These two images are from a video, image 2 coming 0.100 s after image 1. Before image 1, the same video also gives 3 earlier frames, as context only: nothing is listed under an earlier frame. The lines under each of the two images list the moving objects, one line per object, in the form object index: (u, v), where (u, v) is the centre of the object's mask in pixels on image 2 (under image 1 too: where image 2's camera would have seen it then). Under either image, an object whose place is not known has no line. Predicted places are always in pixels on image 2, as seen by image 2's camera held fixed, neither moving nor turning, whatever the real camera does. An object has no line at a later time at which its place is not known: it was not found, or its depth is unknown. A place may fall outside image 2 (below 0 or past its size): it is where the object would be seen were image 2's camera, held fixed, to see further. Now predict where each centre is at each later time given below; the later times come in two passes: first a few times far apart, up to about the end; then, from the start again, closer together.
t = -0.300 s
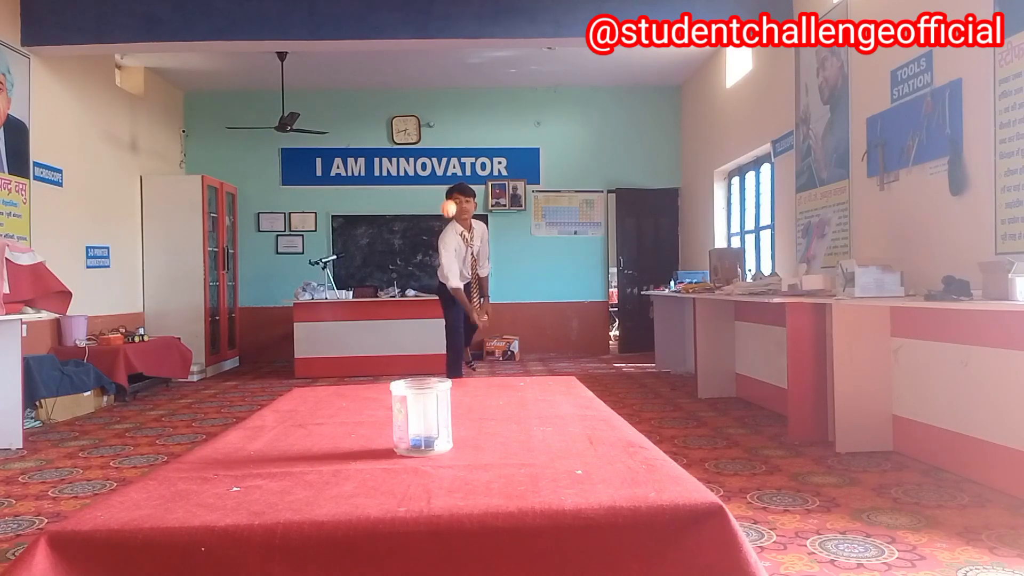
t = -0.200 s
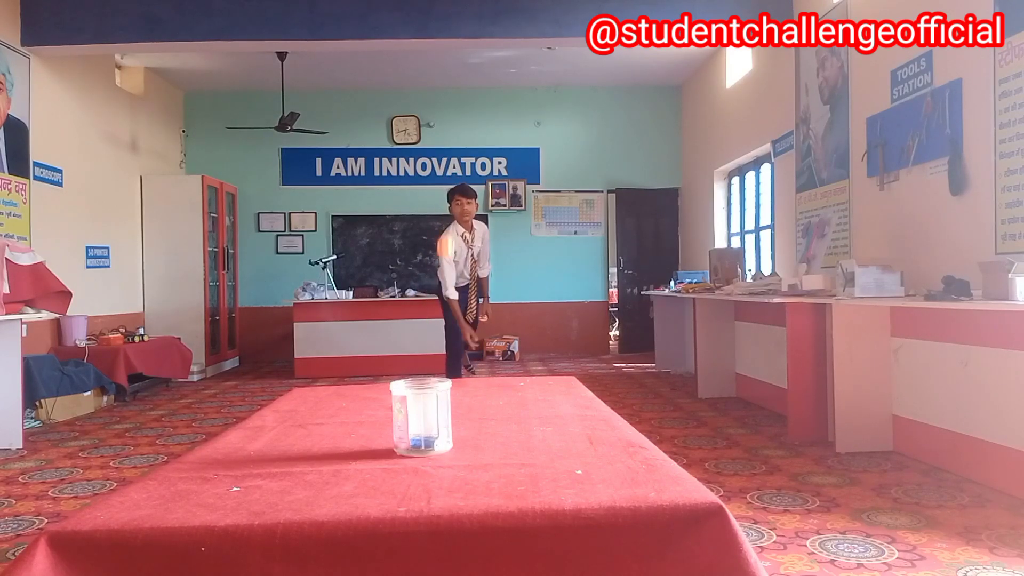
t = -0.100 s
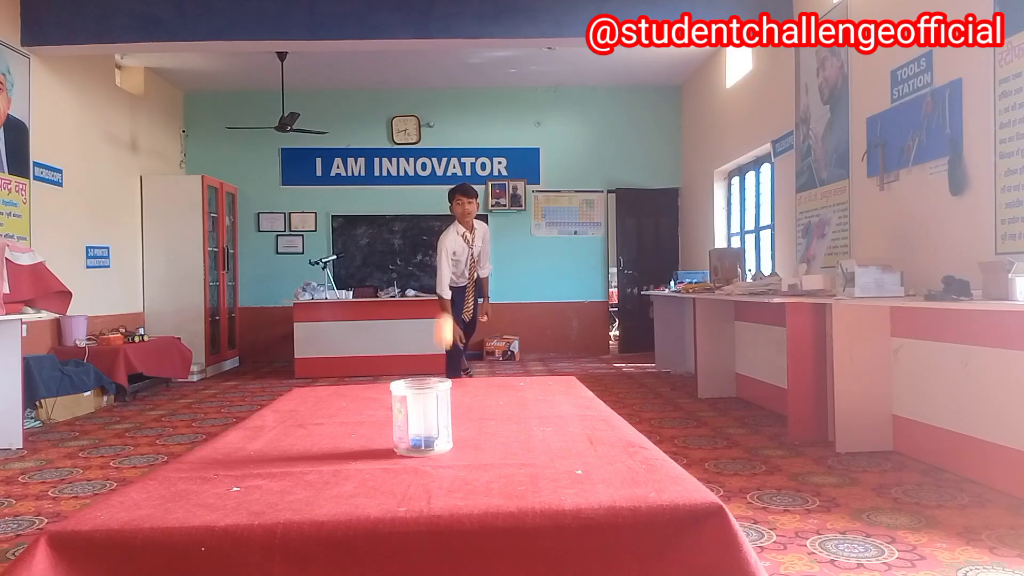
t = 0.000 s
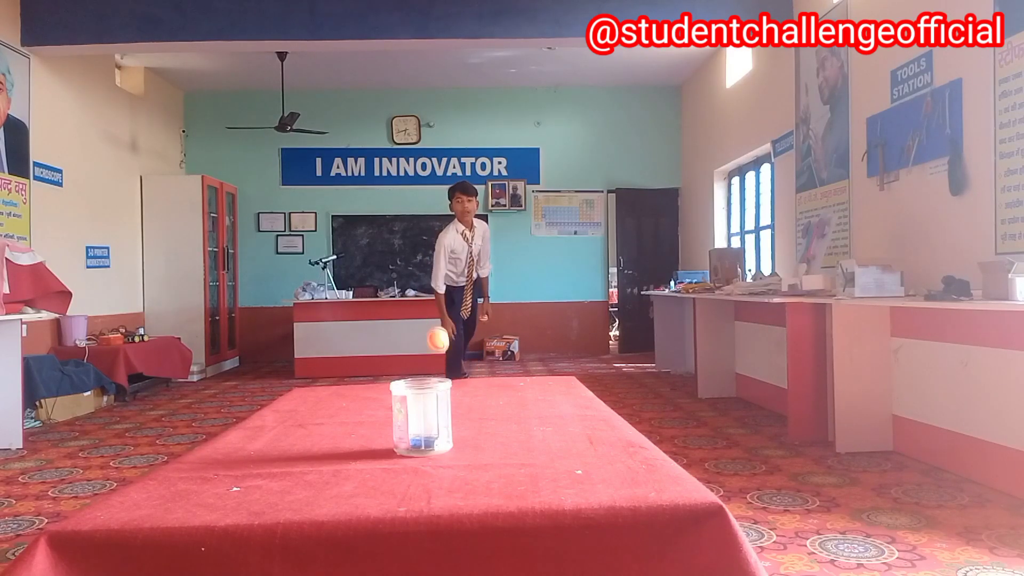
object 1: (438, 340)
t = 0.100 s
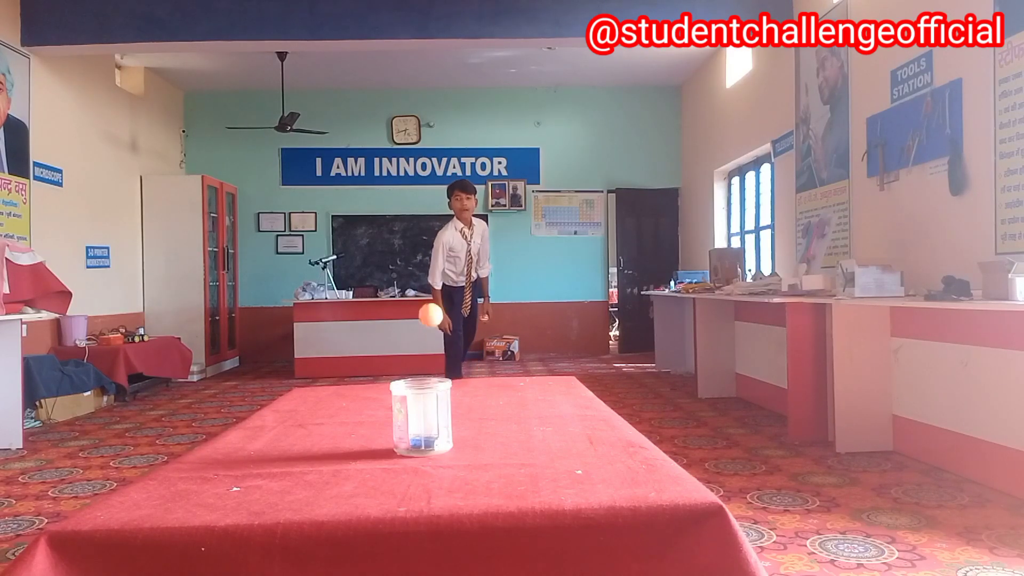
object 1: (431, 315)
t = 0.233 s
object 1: (421, 348)
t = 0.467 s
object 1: (382, 388)
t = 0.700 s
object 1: (220, 430)
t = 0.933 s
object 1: (17, 521)
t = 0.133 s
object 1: (428, 315)
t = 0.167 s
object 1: (426, 320)
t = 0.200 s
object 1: (424, 331)
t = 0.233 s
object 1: (421, 348)
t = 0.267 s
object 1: (419, 367)
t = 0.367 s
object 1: (407, 376)
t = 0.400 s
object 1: (402, 374)
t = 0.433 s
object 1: (395, 376)
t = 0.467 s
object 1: (382, 388)
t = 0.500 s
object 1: (364, 398)
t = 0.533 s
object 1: (342, 413)
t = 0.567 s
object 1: (316, 436)
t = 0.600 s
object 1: (293, 425)
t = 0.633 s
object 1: (270, 419)
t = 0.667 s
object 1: (246, 420)
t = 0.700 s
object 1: (220, 430)
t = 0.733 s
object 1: (194, 447)
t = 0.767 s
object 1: (166, 458)
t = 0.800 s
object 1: (138, 456)
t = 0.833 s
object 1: (108, 461)
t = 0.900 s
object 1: (44, 499)
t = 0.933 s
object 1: (17, 521)
